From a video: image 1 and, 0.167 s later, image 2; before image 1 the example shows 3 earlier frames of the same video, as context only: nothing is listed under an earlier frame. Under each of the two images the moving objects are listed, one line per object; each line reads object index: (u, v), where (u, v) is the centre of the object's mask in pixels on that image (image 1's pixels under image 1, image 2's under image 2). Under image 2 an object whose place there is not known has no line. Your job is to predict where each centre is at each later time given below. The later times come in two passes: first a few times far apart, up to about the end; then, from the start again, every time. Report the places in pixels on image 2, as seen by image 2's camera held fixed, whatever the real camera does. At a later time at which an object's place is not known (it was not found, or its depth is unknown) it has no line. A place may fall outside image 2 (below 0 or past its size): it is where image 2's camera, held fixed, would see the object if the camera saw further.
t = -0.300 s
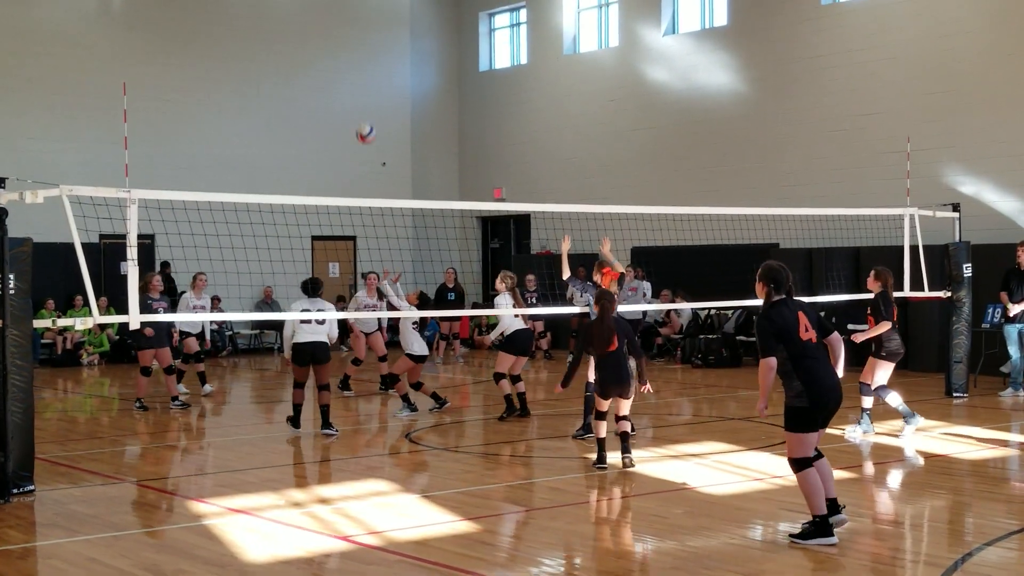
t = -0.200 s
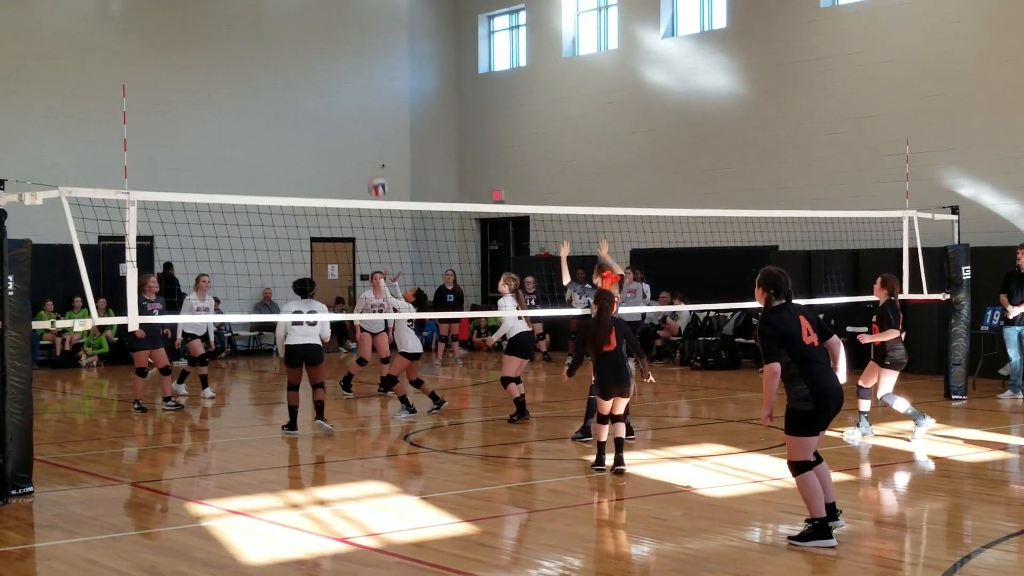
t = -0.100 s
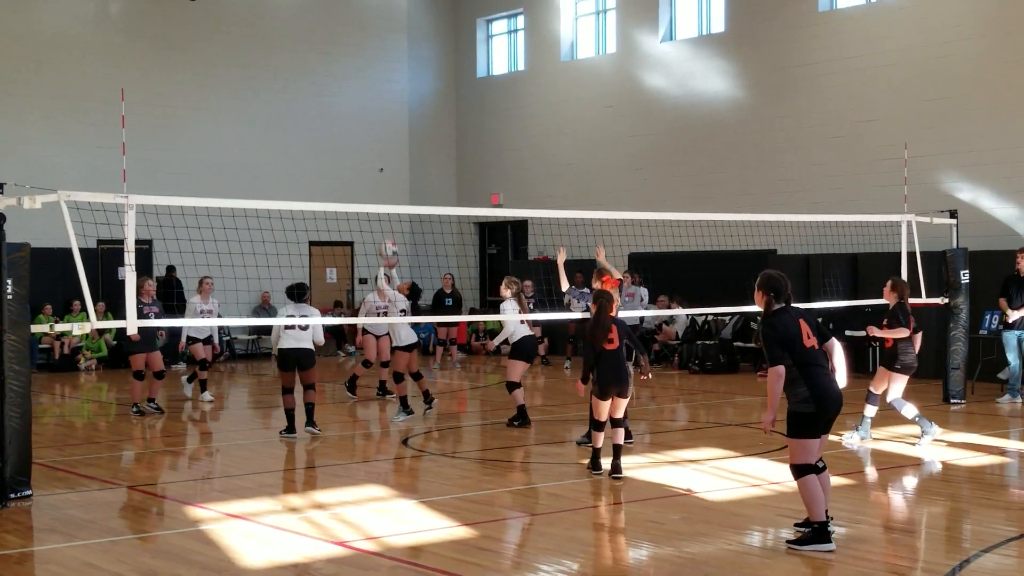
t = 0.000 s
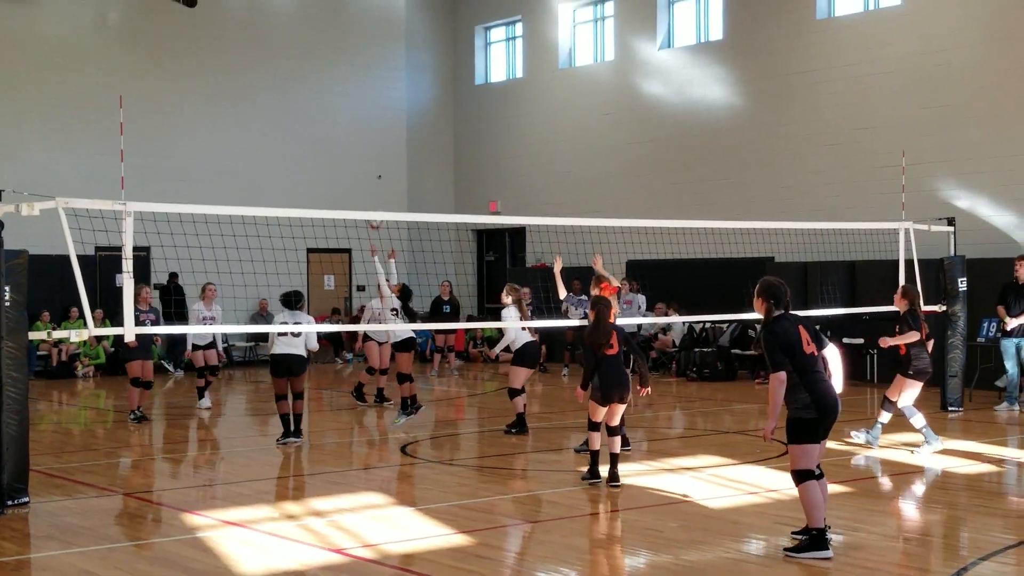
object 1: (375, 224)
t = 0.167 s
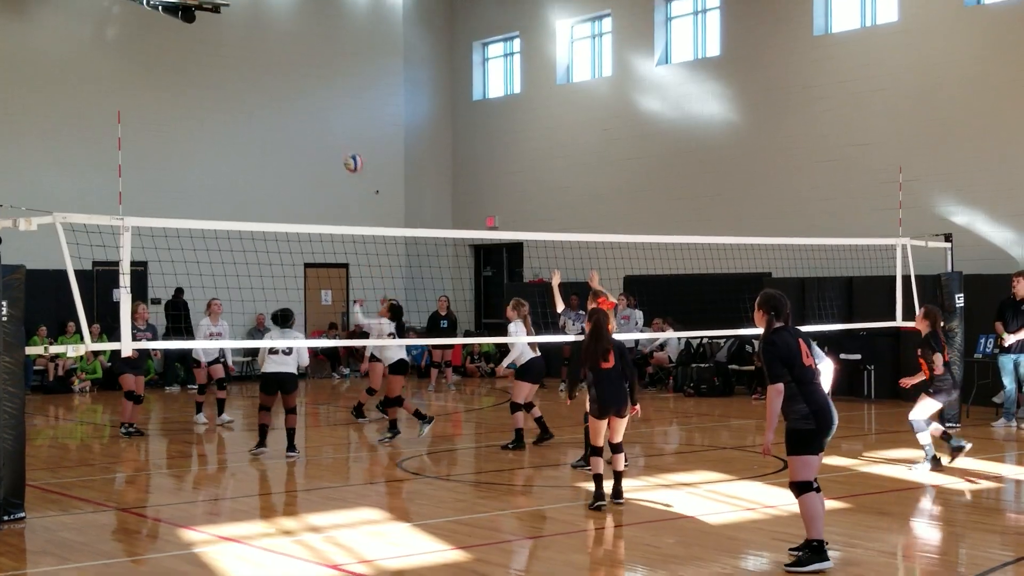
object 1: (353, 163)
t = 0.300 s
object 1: (337, 124)
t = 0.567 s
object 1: (305, 95)
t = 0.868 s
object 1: (272, 136)
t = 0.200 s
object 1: (349, 152)
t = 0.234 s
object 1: (345, 141)
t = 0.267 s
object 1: (341, 132)
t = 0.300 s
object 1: (337, 124)
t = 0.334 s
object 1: (333, 117)
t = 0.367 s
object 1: (328, 110)
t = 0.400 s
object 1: (324, 106)
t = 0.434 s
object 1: (320, 101)
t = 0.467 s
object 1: (316, 98)
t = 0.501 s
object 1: (313, 96)
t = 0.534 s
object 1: (309, 95)
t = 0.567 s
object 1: (305, 95)
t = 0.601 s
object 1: (302, 96)
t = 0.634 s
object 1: (298, 97)
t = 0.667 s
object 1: (294, 100)
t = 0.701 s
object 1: (291, 103)
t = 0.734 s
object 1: (287, 108)
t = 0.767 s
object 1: (283, 113)
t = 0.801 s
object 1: (280, 120)
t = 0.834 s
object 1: (276, 128)
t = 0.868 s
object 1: (272, 136)
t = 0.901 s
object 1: (269, 145)
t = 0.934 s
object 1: (266, 155)
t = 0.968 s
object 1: (263, 166)
